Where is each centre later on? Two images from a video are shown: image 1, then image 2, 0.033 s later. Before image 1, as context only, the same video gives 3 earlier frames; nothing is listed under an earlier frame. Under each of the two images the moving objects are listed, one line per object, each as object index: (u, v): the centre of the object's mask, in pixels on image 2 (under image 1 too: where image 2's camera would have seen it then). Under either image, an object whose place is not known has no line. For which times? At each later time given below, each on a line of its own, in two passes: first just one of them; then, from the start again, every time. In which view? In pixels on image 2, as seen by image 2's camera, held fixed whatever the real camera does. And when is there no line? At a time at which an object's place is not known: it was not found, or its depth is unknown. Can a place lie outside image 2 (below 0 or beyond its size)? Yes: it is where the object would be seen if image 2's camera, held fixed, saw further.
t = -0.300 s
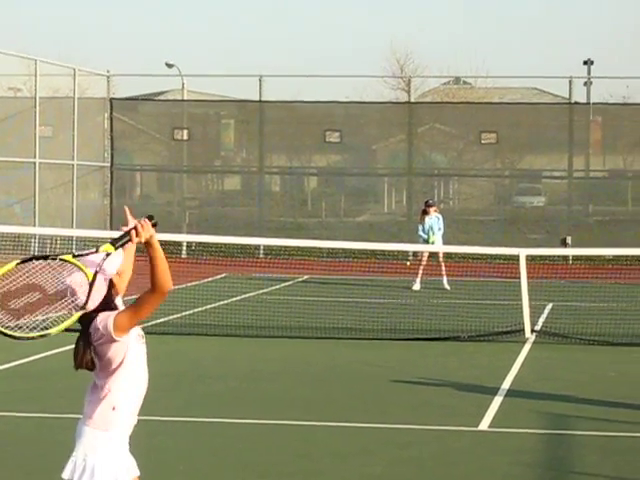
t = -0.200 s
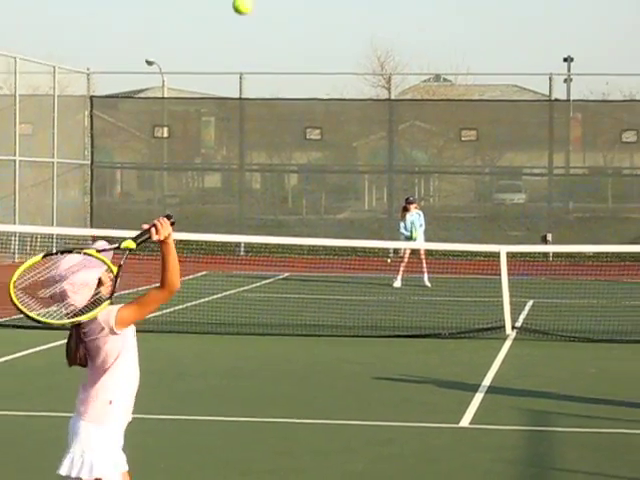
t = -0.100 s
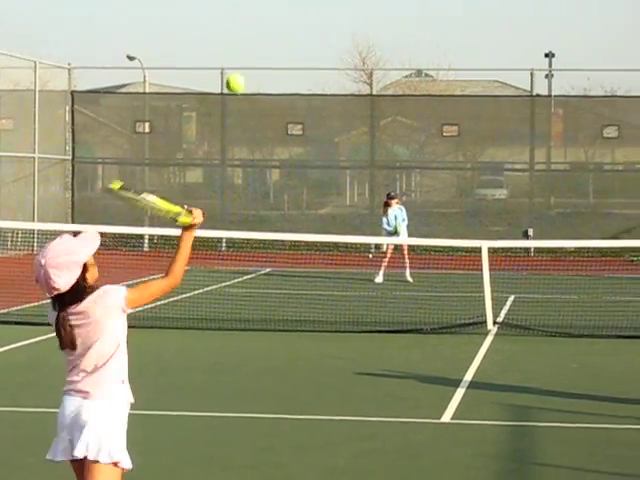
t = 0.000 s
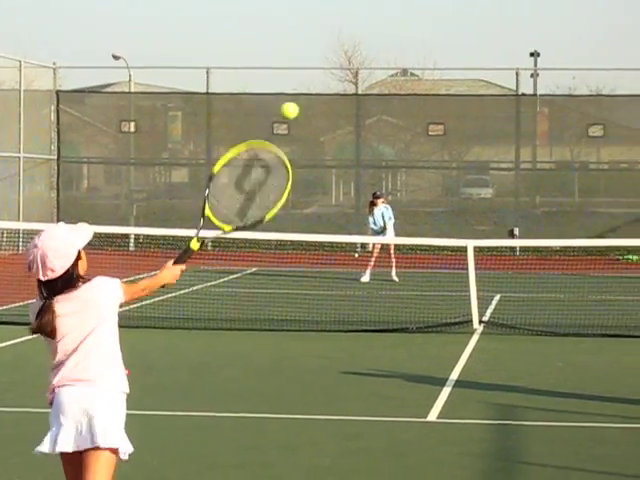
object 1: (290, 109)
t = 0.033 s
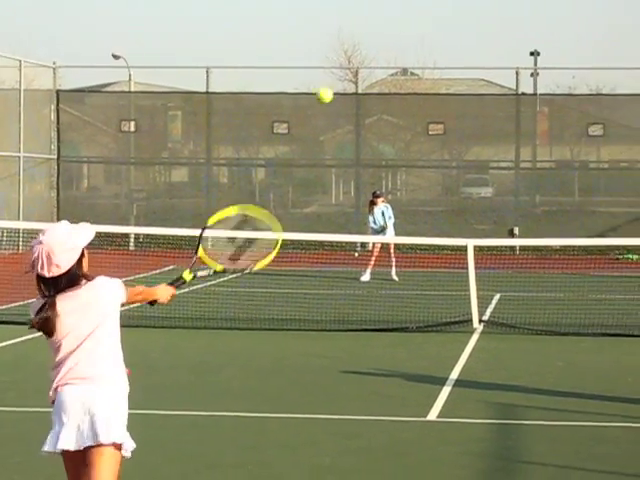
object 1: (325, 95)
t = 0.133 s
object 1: (400, 76)
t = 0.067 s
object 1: (354, 85)
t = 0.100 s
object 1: (379, 79)
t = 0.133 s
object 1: (400, 76)
